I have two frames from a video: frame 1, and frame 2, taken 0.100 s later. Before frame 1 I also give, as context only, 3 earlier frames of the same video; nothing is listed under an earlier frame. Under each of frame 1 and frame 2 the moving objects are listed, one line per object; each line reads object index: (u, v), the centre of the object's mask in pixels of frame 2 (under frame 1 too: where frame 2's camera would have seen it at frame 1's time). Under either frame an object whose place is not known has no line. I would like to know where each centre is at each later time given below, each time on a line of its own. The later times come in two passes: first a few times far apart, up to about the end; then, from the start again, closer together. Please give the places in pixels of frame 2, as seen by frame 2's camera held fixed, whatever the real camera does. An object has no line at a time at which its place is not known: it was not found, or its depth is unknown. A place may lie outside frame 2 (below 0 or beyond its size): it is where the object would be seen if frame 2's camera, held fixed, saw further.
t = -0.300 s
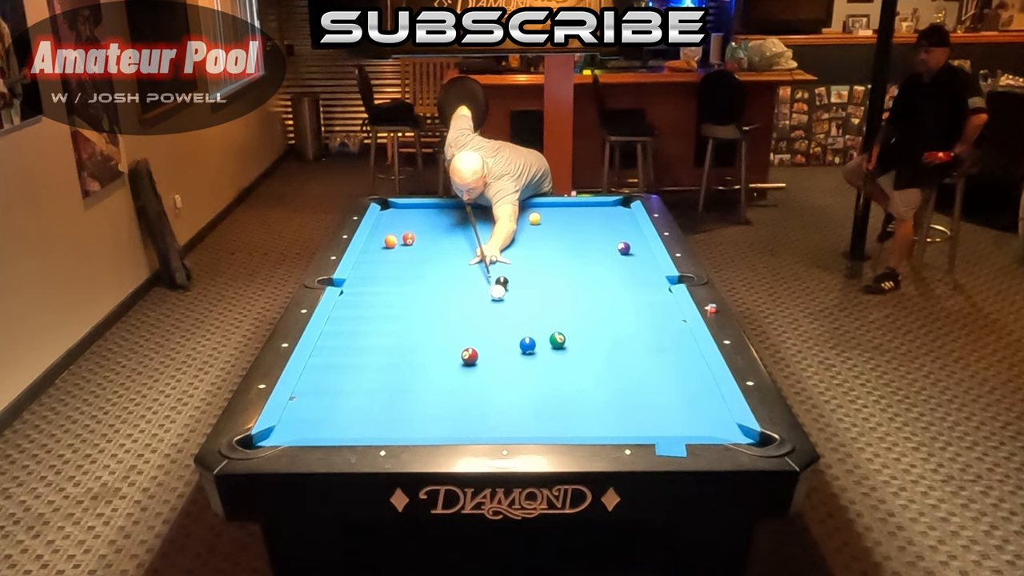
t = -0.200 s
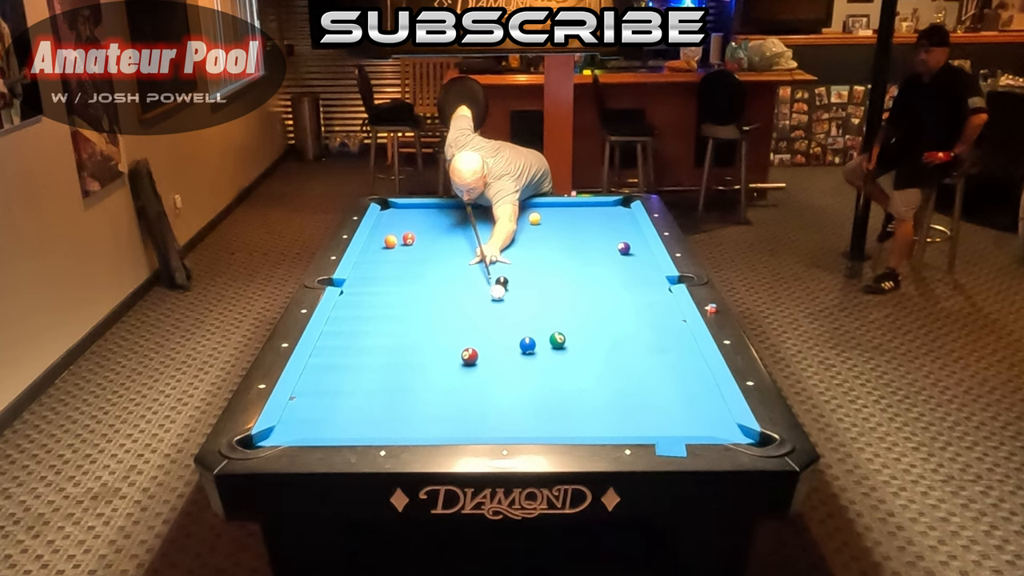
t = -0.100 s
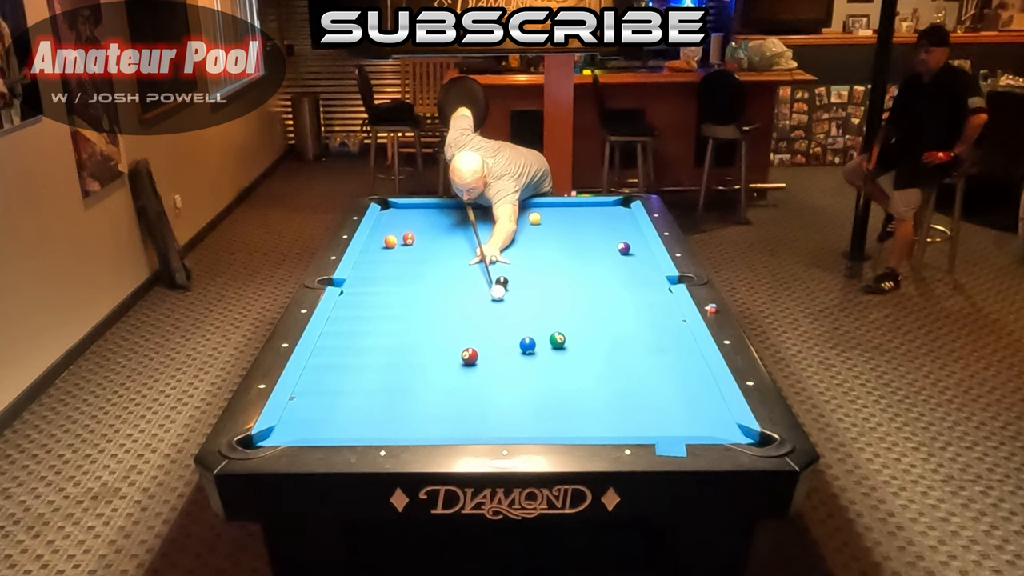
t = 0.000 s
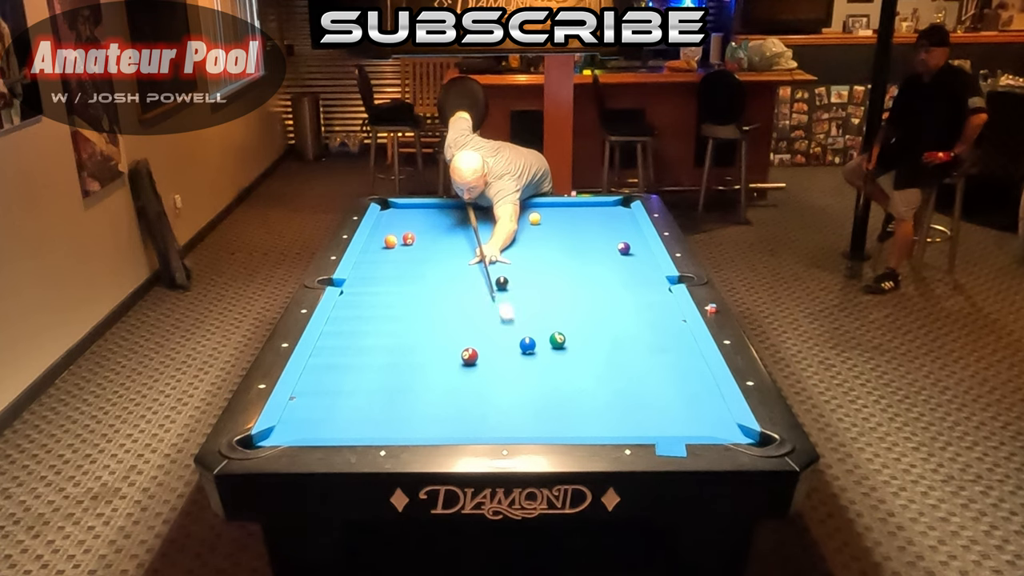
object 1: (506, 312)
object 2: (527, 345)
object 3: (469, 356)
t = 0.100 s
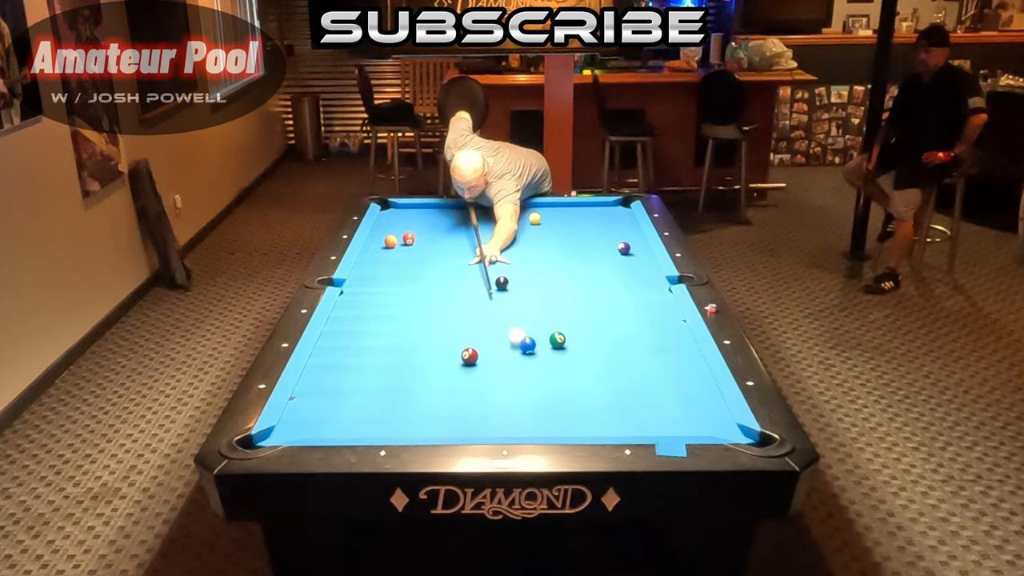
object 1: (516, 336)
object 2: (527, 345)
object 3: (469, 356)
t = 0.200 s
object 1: (496, 345)
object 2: (562, 362)
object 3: (469, 356)
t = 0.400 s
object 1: (467, 348)
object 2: (627, 394)
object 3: (460, 362)
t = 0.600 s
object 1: (444, 349)
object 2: (698, 427)
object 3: (446, 374)
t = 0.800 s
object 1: (422, 348)
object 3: (432, 385)
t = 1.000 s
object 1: (401, 347)
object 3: (417, 396)
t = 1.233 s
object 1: (379, 347)
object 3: (401, 409)
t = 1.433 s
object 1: (360, 347)
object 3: (386, 420)
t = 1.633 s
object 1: (343, 347)
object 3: (371, 429)
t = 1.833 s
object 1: (326, 347)
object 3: (362, 430)
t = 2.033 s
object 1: (330, 344)
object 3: (357, 426)
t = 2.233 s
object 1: (338, 341)
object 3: (353, 421)
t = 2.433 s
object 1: (346, 339)
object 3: (349, 416)
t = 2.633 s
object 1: (353, 337)
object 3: (346, 411)
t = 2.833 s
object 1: (359, 335)
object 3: (343, 408)
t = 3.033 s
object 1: (364, 333)
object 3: (341, 405)
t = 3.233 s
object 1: (369, 331)
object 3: (339, 402)
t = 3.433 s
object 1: (372, 330)
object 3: (338, 400)
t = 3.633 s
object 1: (375, 329)
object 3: (337, 398)
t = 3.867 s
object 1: (378, 329)
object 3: (336, 396)
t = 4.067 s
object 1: (379, 328)
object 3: (336, 395)
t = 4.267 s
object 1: (379, 328)
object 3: (336, 395)
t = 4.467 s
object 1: (379, 328)
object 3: (336, 395)
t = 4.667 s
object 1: (379, 328)
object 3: (336, 396)
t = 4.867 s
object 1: (379, 328)
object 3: (336, 396)
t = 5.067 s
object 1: (379, 328)
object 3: (336, 396)
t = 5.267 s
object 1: (379, 328)
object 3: (336, 396)
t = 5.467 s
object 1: (379, 328)
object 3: (336, 396)
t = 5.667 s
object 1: (379, 328)
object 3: (336, 396)
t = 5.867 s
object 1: (379, 328)
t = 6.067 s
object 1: (379, 328)
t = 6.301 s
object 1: (379, 328)
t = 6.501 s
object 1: (379, 328)
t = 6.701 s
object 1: (379, 328)
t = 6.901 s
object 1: (379, 328)
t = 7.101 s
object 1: (379, 328)
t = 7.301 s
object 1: (379, 328)
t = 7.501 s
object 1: (379, 328)
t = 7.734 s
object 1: (379, 328)
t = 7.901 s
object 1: (379, 328)
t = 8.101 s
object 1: (379, 328)
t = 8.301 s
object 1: (379, 328)
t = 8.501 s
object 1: (379, 328)
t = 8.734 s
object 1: (379, 328)
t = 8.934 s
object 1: (379, 328)
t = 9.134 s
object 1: (379, 328)
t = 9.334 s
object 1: (379, 328)
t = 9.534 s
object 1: (379, 328)
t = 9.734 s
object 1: (379, 328)
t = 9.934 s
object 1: (379, 328)
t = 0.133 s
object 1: (511, 341)
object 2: (538, 350)
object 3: (469, 356)
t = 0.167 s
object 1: (503, 343)
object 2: (550, 356)
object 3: (469, 356)
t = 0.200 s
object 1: (496, 345)
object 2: (562, 362)
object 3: (469, 356)
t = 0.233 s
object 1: (490, 347)
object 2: (573, 368)
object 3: (469, 356)
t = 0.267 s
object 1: (484, 349)
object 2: (584, 373)
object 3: (469, 356)
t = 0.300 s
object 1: (479, 349)
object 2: (595, 379)
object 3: (468, 357)
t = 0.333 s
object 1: (475, 348)
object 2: (606, 383)
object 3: (465, 359)
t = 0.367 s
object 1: (471, 348)
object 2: (616, 389)
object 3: (463, 361)
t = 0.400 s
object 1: (467, 348)
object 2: (627, 394)
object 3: (460, 362)
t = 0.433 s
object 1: (463, 348)
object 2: (638, 400)
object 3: (458, 364)
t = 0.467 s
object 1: (459, 348)
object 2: (650, 406)
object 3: (456, 366)
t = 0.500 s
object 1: (455, 348)
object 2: (662, 411)
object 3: (453, 368)
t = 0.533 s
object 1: (451, 349)
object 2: (674, 417)
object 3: (451, 370)
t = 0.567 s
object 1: (447, 349)
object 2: (686, 423)
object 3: (448, 372)
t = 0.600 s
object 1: (444, 349)
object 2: (698, 427)
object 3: (446, 374)
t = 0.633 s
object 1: (440, 349)
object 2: (711, 430)
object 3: (444, 376)
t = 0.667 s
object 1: (436, 349)
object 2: (724, 432)
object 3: (441, 378)
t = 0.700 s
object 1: (433, 349)
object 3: (439, 379)
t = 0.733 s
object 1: (429, 348)
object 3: (437, 381)
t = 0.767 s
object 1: (426, 348)
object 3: (434, 383)
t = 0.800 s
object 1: (422, 348)
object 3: (432, 385)
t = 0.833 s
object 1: (418, 348)
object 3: (430, 387)
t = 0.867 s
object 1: (415, 348)
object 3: (427, 388)
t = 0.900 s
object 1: (411, 348)
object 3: (425, 390)
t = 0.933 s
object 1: (408, 347)
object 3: (422, 392)
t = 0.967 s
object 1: (405, 347)
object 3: (420, 394)
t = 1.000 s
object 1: (401, 347)
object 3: (417, 396)
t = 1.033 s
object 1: (398, 348)
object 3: (415, 398)
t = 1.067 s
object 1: (395, 348)
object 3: (412, 400)
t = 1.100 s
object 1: (392, 347)
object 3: (410, 402)
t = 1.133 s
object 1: (388, 347)
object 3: (408, 404)
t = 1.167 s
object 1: (385, 347)
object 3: (405, 405)
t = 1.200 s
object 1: (382, 347)
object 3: (403, 407)
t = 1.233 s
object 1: (379, 347)
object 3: (401, 409)
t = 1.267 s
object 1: (376, 347)
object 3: (398, 411)
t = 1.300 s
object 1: (373, 347)
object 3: (396, 413)
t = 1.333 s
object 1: (369, 347)
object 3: (393, 415)
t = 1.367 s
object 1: (366, 347)
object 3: (391, 417)
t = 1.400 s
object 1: (363, 347)
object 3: (388, 419)
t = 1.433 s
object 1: (360, 347)
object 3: (386, 420)
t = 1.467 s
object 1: (357, 347)
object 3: (383, 422)
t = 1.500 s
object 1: (354, 347)
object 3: (381, 424)
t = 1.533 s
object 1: (351, 347)
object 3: (379, 425)
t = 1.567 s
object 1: (348, 347)
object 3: (376, 426)
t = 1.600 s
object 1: (345, 347)
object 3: (374, 428)
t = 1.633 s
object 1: (343, 347)
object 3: (371, 429)
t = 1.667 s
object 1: (340, 347)
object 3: (369, 430)
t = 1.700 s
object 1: (337, 347)
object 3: (366, 431)
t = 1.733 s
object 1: (334, 347)
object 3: (365, 431)
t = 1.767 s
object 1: (331, 347)
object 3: (364, 431)
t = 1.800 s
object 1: (329, 347)
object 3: (363, 430)
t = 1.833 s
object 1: (326, 347)
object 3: (362, 430)
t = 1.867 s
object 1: (323, 347)
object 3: (361, 429)
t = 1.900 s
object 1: (324, 346)
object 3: (360, 429)
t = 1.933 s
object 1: (325, 346)
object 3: (360, 428)
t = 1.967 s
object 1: (327, 345)
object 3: (359, 427)
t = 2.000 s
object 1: (328, 345)
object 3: (358, 427)
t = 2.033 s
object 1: (330, 344)
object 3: (357, 426)
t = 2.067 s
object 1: (331, 344)
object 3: (356, 425)
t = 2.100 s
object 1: (333, 343)
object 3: (356, 424)
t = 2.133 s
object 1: (334, 343)
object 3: (355, 423)
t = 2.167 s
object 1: (336, 342)
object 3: (354, 422)
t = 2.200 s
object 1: (337, 342)
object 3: (353, 422)
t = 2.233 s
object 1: (338, 341)
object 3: (353, 421)
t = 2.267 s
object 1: (340, 341)
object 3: (352, 420)
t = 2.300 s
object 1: (341, 340)
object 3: (351, 419)
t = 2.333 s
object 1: (342, 340)
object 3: (351, 418)
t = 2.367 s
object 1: (344, 340)
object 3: (350, 417)
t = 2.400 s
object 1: (345, 339)
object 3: (350, 417)
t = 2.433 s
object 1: (346, 339)
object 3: (349, 416)
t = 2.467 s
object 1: (347, 338)
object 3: (348, 415)
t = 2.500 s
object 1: (348, 338)
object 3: (348, 414)
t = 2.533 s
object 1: (350, 338)
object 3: (347, 413)
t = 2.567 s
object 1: (351, 337)
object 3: (347, 413)
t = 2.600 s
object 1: (352, 337)
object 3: (346, 412)
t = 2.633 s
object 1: (353, 337)
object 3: (346, 411)
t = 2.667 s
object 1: (354, 336)
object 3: (345, 411)
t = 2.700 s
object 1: (355, 336)
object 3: (345, 410)
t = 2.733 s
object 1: (356, 336)
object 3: (344, 410)
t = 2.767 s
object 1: (357, 335)
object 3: (344, 409)
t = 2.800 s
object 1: (358, 335)
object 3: (344, 408)
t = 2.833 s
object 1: (359, 335)
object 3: (343, 408)
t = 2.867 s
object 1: (360, 334)
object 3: (343, 408)
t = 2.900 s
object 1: (361, 334)
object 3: (342, 407)
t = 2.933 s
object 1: (362, 334)
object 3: (342, 406)
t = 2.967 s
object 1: (363, 333)
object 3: (342, 406)
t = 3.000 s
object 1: (364, 333)
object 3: (341, 405)
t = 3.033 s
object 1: (364, 333)
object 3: (341, 405)
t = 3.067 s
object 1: (365, 333)
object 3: (341, 404)
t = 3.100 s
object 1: (366, 332)
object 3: (341, 404)
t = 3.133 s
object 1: (367, 332)
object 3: (340, 403)
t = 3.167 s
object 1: (368, 332)
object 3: (340, 403)
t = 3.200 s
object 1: (368, 332)
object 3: (340, 402)
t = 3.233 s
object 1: (369, 331)
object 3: (339, 402)
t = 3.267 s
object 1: (370, 331)
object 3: (339, 401)
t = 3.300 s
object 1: (370, 331)
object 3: (339, 401)
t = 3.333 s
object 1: (371, 331)
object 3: (339, 401)
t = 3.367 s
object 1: (371, 330)
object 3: (338, 400)
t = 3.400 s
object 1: (372, 330)
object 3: (338, 400)
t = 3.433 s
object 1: (372, 330)
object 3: (338, 400)
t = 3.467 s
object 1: (373, 330)
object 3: (338, 399)
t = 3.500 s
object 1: (373, 330)
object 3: (338, 399)
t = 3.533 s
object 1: (374, 330)
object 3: (338, 398)
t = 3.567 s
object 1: (374, 330)
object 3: (337, 398)
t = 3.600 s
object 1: (375, 330)
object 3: (337, 398)
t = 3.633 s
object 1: (375, 329)
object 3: (337, 398)
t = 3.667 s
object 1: (376, 329)
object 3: (337, 397)
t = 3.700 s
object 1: (376, 329)
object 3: (337, 397)
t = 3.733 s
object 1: (376, 329)
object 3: (337, 397)
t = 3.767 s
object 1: (377, 329)
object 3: (337, 397)
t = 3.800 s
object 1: (377, 329)
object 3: (337, 397)
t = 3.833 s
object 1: (377, 329)
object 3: (337, 396)
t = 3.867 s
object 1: (378, 329)
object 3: (336, 396)
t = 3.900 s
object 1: (378, 329)
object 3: (336, 396)
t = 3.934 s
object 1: (378, 328)
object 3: (336, 396)
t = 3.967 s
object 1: (378, 329)
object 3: (336, 396)
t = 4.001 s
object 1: (378, 328)
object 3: (336, 396)
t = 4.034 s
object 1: (379, 328)
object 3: (336, 396)
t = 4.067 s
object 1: (379, 328)
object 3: (336, 395)
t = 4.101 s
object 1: (379, 328)
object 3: (336, 395)
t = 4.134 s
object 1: (379, 328)
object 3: (336, 395)
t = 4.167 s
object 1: (379, 328)
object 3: (336, 395)
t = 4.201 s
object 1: (379, 328)
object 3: (336, 395)
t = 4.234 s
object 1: (379, 328)
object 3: (336, 395)
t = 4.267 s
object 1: (379, 328)
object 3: (336, 395)
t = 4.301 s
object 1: (379, 328)
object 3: (336, 395)
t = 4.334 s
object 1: (379, 328)
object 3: (336, 395)
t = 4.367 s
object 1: (379, 328)
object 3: (336, 395)
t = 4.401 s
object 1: (379, 328)
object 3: (336, 395)
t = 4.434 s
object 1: (379, 328)
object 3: (336, 395)
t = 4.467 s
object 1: (379, 328)
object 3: (336, 395)
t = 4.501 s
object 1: (379, 328)
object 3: (336, 396)
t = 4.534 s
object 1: (379, 328)
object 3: (336, 396)
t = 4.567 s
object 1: (379, 328)
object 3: (336, 396)
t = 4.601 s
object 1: (379, 328)
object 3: (336, 396)
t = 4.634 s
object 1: (379, 328)
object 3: (336, 396)
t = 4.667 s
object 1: (379, 328)
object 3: (336, 396)
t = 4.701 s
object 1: (379, 328)
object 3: (336, 396)
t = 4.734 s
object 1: (379, 328)
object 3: (336, 396)
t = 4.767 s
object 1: (379, 328)
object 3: (336, 396)
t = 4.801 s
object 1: (379, 328)
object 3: (336, 396)
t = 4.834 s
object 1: (379, 328)
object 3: (336, 396)
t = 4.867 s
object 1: (379, 328)
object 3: (336, 396)
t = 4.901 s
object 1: (379, 328)
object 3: (336, 396)
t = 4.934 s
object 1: (379, 328)
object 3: (336, 396)
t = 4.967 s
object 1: (379, 328)
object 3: (336, 396)
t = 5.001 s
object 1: (379, 328)
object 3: (336, 396)
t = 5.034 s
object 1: (379, 328)
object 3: (336, 396)
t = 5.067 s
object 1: (379, 328)
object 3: (336, 396)
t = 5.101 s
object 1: (379, 328)
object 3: (336, 396)
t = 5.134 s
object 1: (379, 328)
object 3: (336, 396)
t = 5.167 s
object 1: (379, 328)
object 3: (336, 396)
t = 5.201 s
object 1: (379, 328)
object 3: (336, 396)
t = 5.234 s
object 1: (379, 328)
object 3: (336, 396)
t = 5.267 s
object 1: (379, 328)
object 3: (336, 396)
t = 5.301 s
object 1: (379, 328)
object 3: (336, 396)
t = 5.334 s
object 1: (379, 328)
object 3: (336, 396)
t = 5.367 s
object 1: (379, 328)
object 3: (336, 396)
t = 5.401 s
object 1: (379, 328)
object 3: (336, 396)
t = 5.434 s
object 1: (379, 328)
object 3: (336, 396)
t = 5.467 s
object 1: (379, 328)
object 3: (336, 396)
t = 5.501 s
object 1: (379, 328)
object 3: (336, 396)
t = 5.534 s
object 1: (379, 328)
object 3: (336, 396)
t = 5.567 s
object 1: (379, 328)
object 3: (336, 396)
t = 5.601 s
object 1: (379, 328)
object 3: (336, 396)
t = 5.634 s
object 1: (379, 328)
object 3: (336, 396)
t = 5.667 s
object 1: (379, 328)
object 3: (336, 396)
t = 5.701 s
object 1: (379, 328)
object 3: (336, 396)
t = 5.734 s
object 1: (379, 328)
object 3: (336, 396)
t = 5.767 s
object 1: (379, 328)
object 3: (336, 396)
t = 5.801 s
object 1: (379, 328)
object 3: (336, 396)
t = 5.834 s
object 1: (379, 328)
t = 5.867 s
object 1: (379, 328)
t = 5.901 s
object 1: (379, 328)
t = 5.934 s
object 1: (379, 328)
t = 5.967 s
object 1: (379, 328)
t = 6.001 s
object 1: (379, 328)
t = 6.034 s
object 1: (379, 328)
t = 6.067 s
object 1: (379, 328)
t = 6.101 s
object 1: (379, 328)
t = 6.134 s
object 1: (379, 328)
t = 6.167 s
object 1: (379, 328)
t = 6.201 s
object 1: (379, 328)
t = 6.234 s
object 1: (379, 328)
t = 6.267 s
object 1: (379, 328)
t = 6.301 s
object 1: (379, 328)
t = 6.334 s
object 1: (379, 328)
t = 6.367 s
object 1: (379, 328)
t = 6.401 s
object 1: (379, 328)
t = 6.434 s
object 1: (379, 328)
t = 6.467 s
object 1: (379, 328)
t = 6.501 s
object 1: (379, 328)
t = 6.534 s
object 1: (379, 328)
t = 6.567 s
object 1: (379, 328)
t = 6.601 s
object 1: (379, 328)
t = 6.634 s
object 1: (379, 328)
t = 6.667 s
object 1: (379, 328)
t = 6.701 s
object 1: (379, 328)
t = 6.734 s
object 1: (379, 328)
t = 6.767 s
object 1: (379, 328)
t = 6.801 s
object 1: (379, 328)
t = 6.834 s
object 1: (379, 328)
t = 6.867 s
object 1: (379, 328)
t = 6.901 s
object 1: (379, 328)
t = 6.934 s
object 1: (379, 328)
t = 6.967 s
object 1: (379, 328)
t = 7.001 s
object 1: (379, 328)
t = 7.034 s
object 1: (379, 328)
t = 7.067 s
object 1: (379, 328)
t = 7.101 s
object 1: (379, 328)
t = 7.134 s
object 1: (379, 328)
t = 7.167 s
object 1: (379, 328)
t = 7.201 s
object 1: (379, 328)
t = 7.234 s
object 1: (379, 328)
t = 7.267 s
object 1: (379, 328)
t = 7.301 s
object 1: (379, 328)
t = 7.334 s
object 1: (379, 328)
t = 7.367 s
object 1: (379, 328)
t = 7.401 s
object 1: (379, 328)
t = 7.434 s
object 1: (379, 328)
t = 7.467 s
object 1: (379, 328)
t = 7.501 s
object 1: (379, 328)
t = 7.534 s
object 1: (379, 328)
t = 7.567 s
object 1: (379, 328)
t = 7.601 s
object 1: (379, 328)
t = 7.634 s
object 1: (379, 328)
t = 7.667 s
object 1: (379, 328)
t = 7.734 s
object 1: (379, 328)
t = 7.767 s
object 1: (379, 328)
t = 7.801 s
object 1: (379, 328)
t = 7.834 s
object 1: (379, 328)
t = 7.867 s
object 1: (379, 328)
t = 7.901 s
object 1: (379, 328)
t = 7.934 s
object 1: (379, 328)
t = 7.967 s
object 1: (379, 328)
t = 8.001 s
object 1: (379, 328)
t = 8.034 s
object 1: (379, 328)
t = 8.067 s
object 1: (379, 328)
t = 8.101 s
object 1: (379, 328)
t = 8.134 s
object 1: (379, 328)
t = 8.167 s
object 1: (379, 328)
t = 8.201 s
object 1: (379, 328)
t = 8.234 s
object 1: (379, 328)
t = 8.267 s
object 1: (379, 328)
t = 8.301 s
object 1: (379, 328)
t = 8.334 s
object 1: (379, 328)
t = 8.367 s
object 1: (379, 328)
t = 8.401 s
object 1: (379, 328)
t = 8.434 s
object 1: (379, 328)
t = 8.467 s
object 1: (379, 328)
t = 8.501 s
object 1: (379, 328)
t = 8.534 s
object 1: (379, 328)
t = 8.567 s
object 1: (379, 328)
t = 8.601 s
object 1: (379, 328)
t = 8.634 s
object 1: (379, 328)
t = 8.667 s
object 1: (379, 328)
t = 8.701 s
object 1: (379, 328)
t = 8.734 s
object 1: (379, 328)
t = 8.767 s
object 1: (379, 328)
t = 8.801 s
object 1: (379, 328)
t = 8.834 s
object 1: (379, 328)
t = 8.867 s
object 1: (379, 328)
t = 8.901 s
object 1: (379, 328)
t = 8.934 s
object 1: (379, 328)
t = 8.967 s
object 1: (379, 328)
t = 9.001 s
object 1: (379, 328)
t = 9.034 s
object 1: (379, 328)
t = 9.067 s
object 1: (379, 328)
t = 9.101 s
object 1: (379, 328)
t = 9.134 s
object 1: (379, 328)
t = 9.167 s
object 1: (379, 328)
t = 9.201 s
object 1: (379, 328)
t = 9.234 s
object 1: (379, 328)
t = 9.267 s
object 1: (379, 328)
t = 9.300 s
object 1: (379, 328)
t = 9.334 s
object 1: (379, 328)
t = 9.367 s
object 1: (379, 328)
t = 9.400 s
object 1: (379, 328)
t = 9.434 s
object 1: (379, 328)
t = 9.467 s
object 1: (379, 328)
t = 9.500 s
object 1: (379, 328)
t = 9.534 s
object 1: (379, 328)
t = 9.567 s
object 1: (379, 328)
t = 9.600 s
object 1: (379, 328)
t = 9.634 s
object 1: (379, 328)
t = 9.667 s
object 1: (379, 328)
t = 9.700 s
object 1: (379, 328)
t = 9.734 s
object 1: (379, 328)
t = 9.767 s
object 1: (379, 328)
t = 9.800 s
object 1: (379, 328)
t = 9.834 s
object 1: (379, 328)
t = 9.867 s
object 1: (379, 328)
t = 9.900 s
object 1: (379, 328)
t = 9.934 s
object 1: (379, 328)
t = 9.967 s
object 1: (379, 328)
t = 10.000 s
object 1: (379, 328)
